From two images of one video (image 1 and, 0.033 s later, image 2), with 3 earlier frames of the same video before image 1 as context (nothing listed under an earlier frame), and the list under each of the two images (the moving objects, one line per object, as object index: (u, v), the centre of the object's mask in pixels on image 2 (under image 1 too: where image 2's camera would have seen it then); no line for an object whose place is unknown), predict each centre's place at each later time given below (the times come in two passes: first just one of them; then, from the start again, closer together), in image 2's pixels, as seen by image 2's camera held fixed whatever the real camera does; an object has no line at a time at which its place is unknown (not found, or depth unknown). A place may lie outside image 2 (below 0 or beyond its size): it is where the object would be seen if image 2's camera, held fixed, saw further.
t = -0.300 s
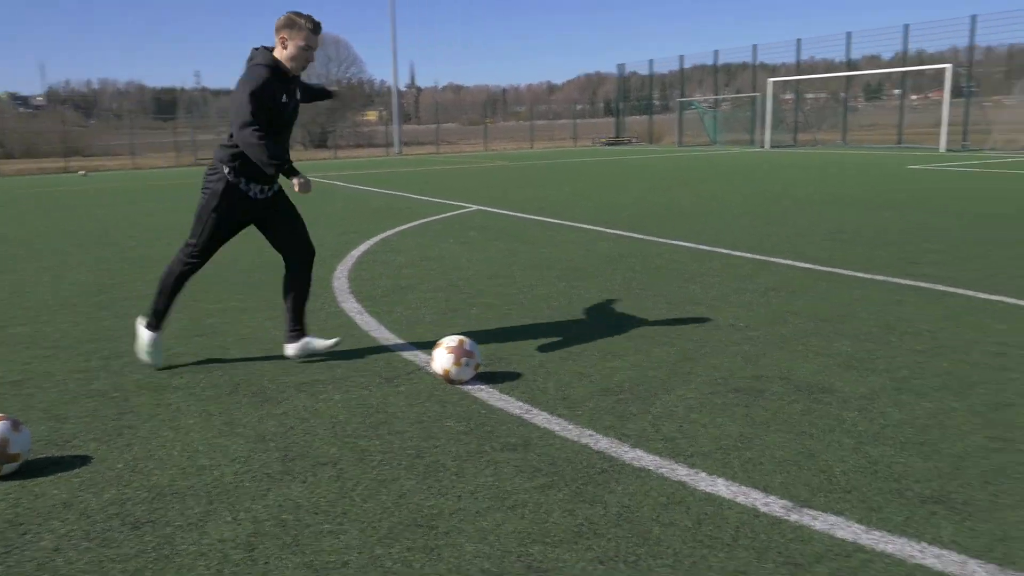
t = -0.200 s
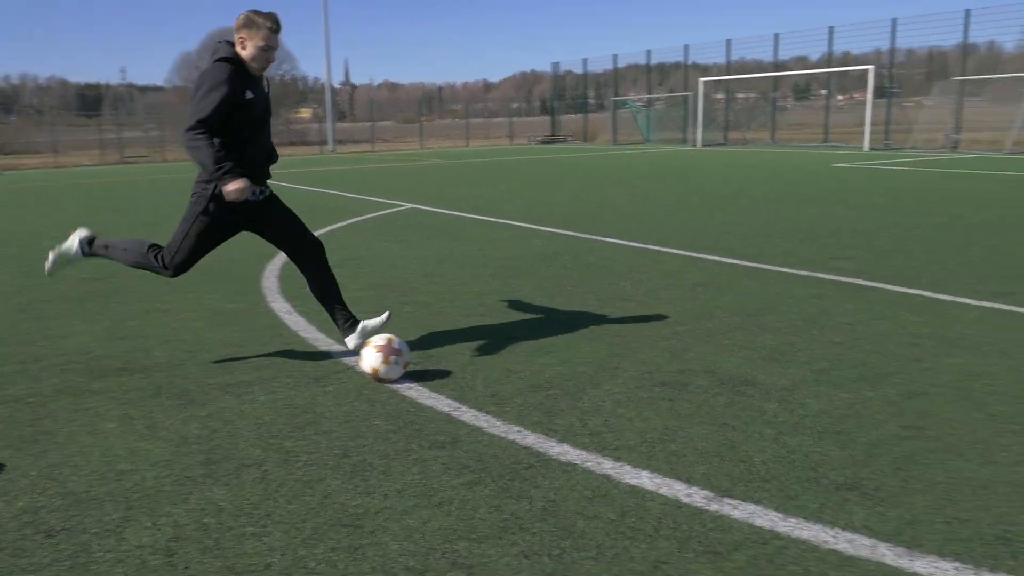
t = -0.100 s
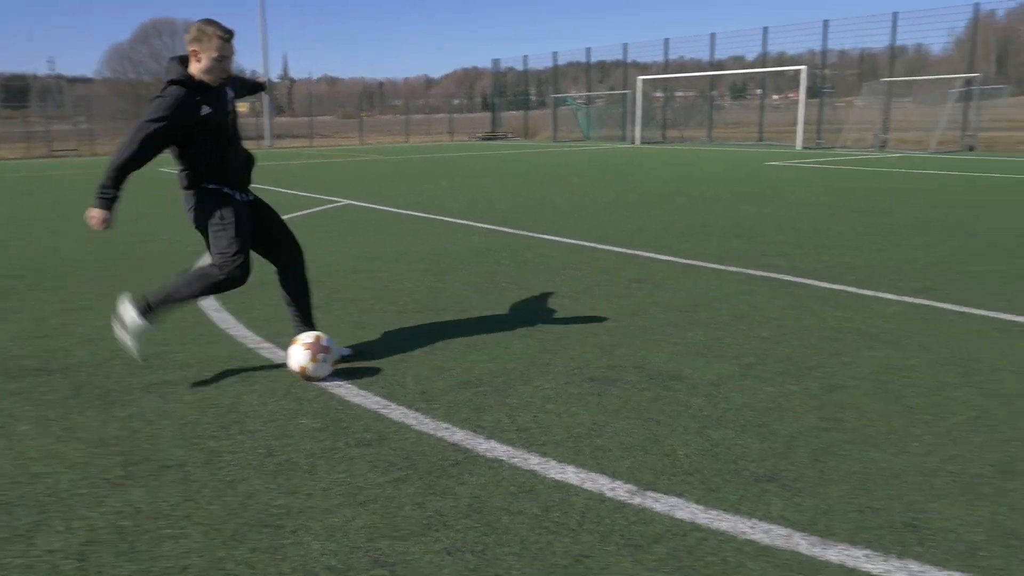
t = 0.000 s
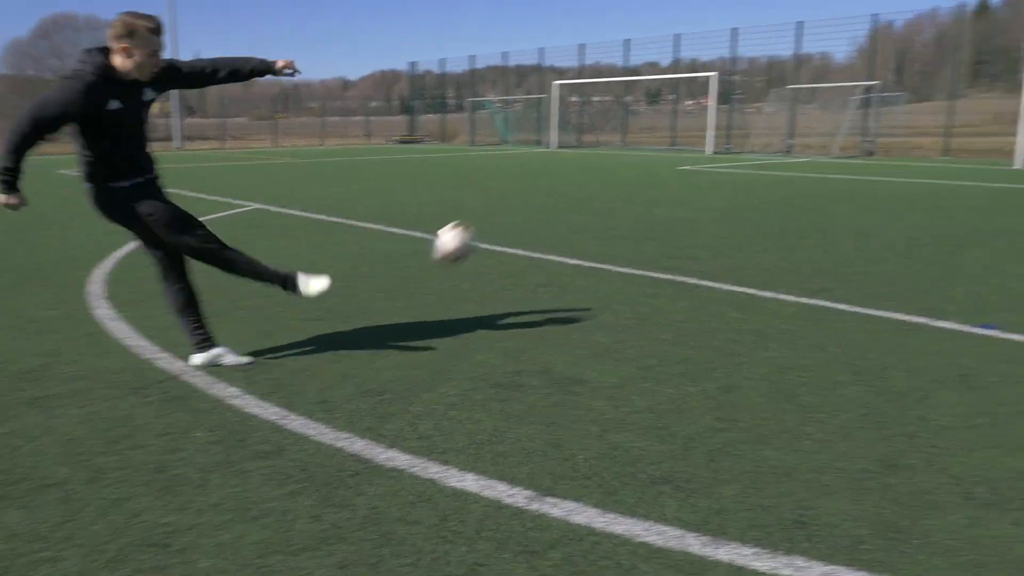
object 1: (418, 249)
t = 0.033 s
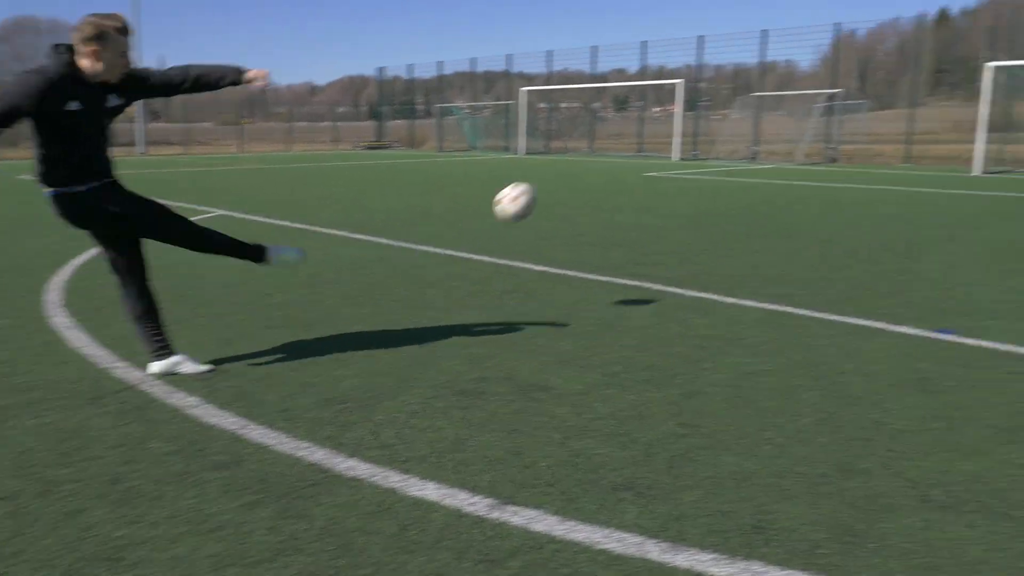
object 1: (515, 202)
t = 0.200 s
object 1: (775, 87)
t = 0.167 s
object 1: (741, 100)
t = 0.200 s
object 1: (775, 87)
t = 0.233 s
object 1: (802, 78)
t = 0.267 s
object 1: (825, 72)
